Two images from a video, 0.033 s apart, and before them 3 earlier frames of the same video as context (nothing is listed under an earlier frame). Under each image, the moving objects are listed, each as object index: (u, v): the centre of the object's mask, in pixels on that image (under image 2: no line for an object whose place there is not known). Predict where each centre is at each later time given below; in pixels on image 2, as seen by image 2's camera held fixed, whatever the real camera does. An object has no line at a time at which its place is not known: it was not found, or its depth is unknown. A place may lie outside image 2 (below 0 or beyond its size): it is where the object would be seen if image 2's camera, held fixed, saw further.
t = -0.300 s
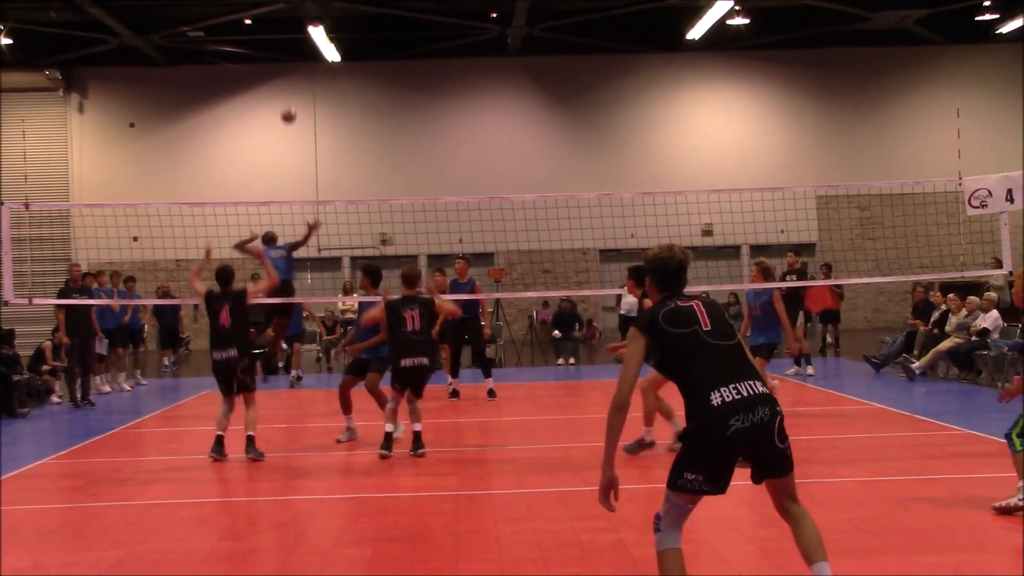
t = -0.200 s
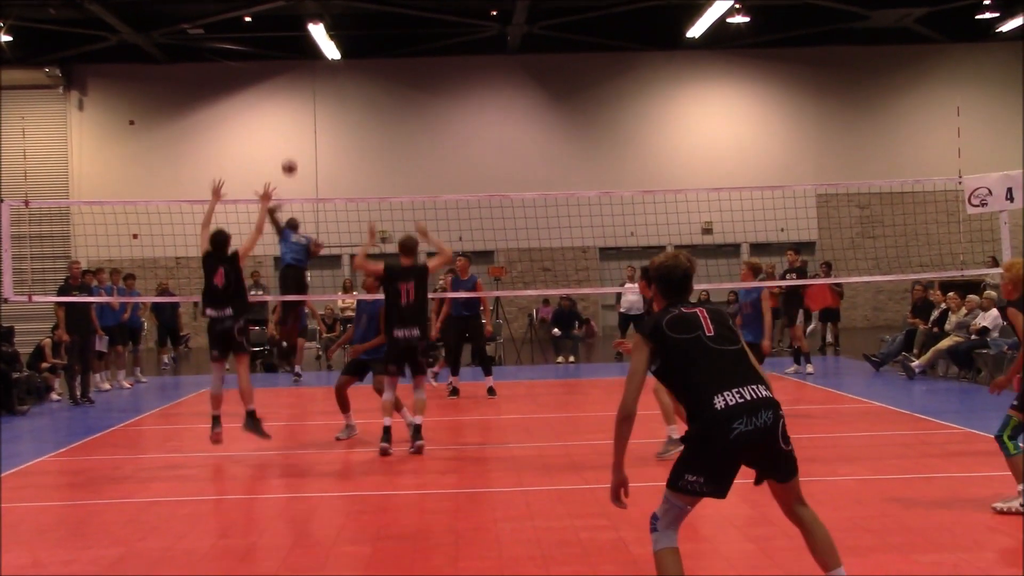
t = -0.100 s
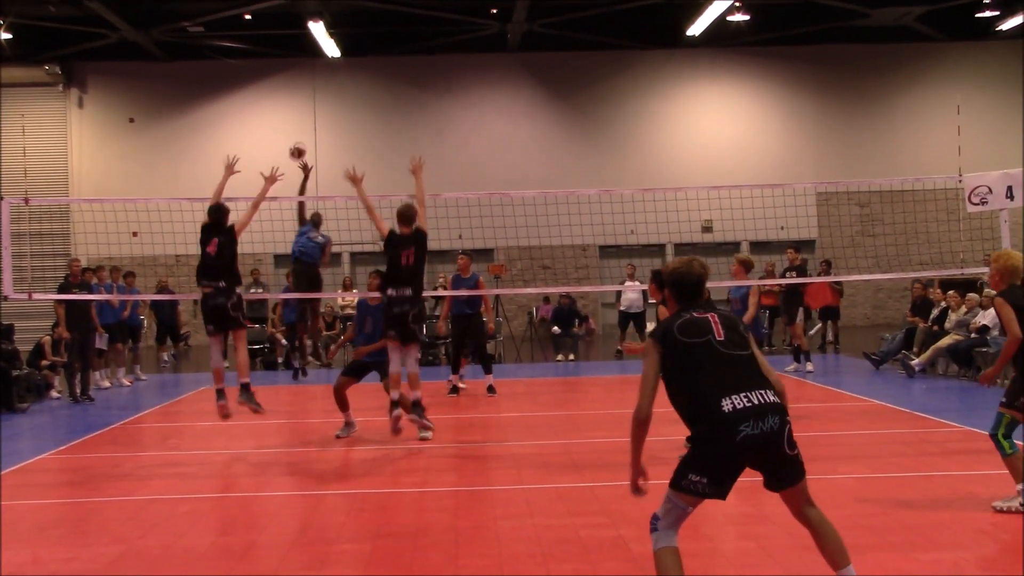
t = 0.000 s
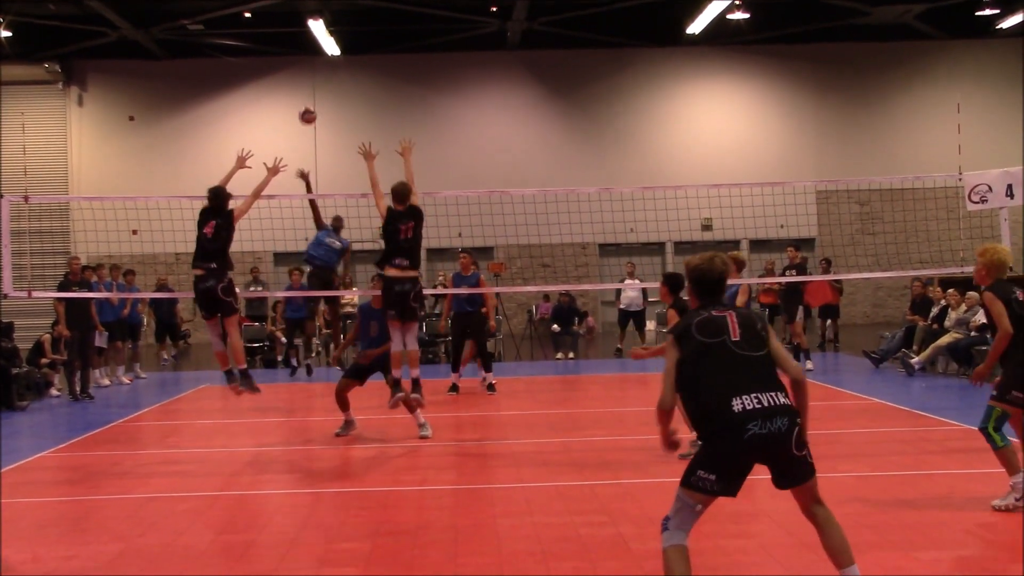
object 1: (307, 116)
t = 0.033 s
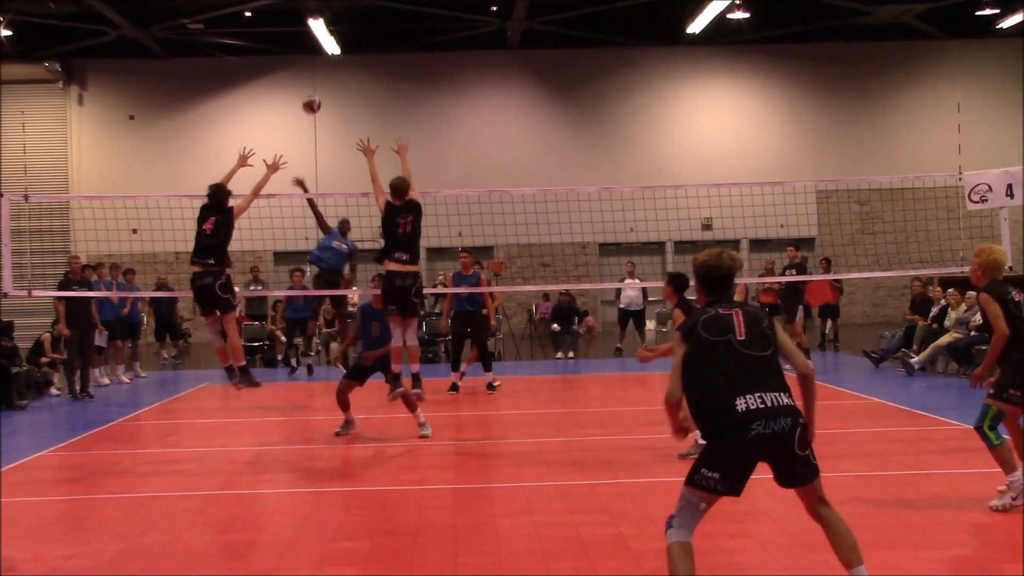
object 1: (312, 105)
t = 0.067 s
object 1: (315, 97)
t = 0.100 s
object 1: (319, 88)
